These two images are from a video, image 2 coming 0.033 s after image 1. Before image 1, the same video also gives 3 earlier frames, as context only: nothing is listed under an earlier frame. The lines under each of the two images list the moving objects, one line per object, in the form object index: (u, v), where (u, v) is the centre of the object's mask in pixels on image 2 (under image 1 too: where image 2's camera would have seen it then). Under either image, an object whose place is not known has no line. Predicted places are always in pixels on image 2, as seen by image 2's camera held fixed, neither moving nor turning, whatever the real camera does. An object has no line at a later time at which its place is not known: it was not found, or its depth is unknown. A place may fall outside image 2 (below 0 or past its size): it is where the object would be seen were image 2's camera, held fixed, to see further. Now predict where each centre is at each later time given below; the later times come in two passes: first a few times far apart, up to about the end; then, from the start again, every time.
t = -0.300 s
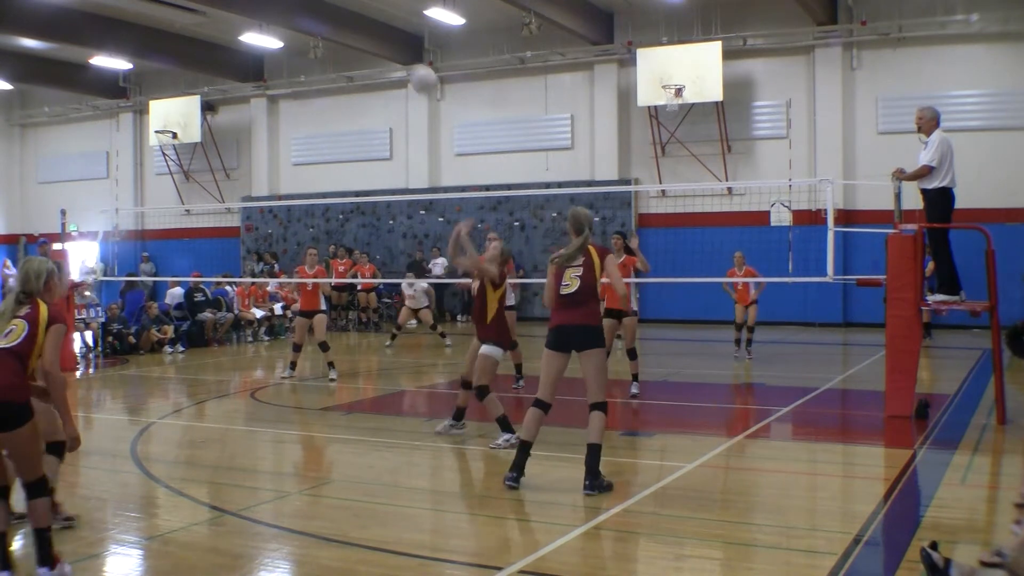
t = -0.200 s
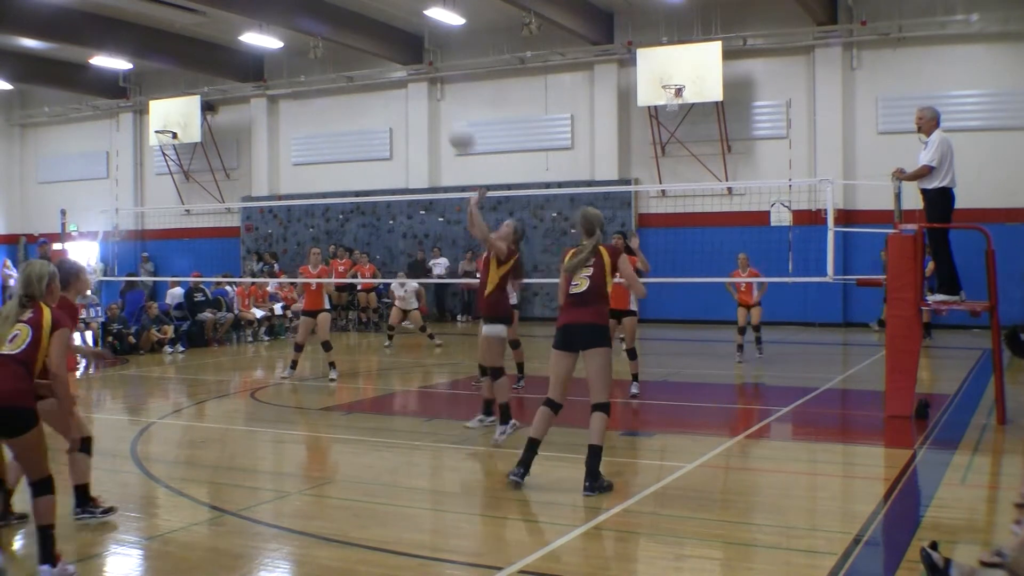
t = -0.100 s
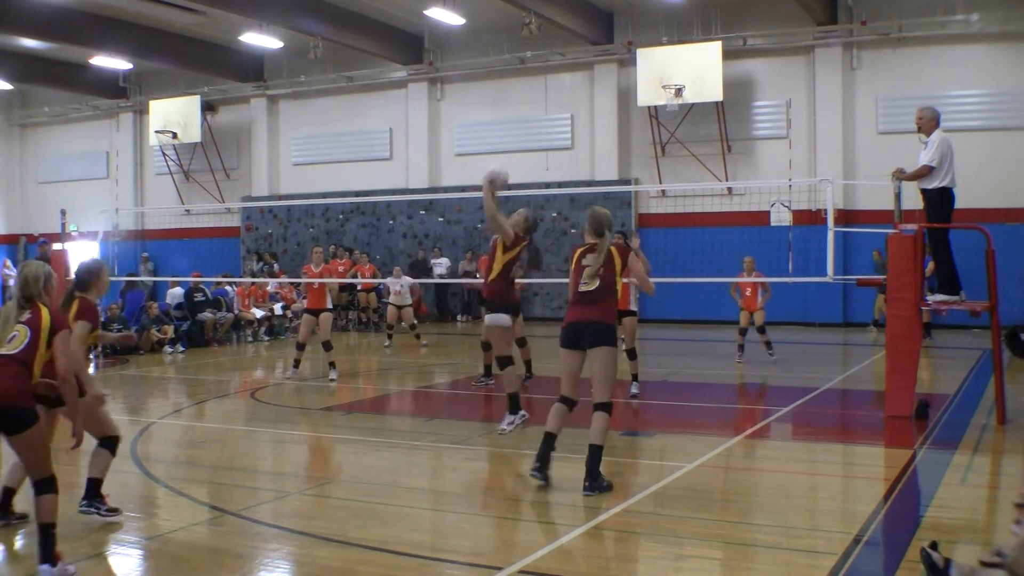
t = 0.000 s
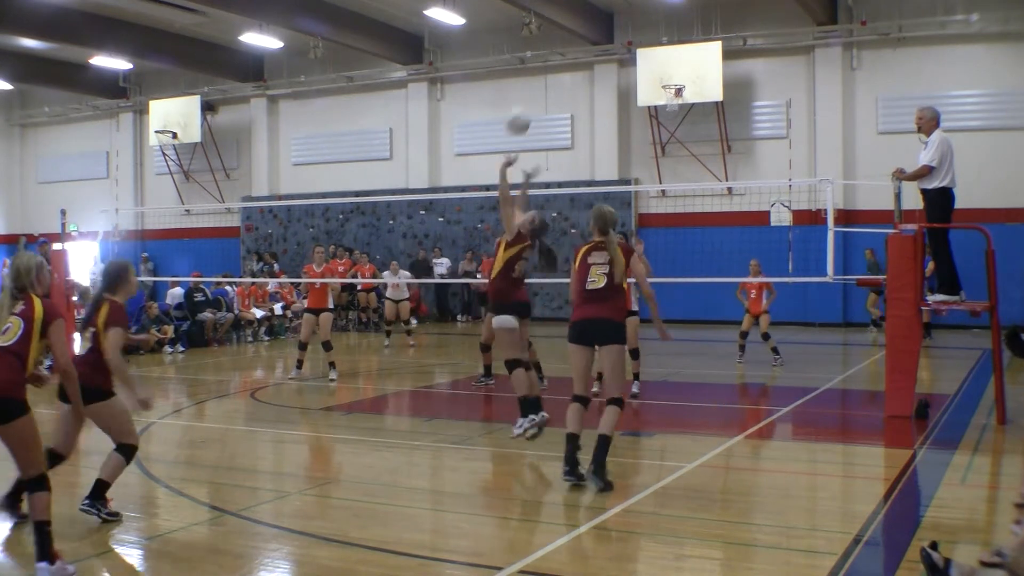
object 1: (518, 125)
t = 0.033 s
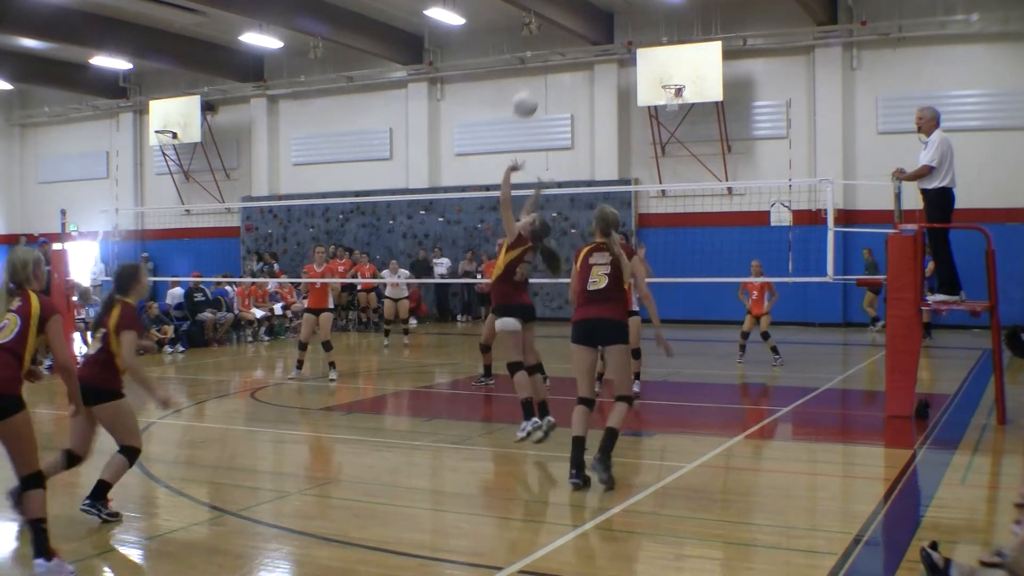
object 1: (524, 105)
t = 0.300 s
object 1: (581, 22)
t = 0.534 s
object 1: (630, 21)
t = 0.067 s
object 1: (532, 89)
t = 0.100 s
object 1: (539, 75)
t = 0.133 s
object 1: (546, 61)
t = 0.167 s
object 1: (552, 51)
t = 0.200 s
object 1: (560, 40)
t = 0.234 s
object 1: (567, 33)
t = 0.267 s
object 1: (574, 26)
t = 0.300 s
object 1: (581, 22)
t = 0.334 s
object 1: (588, 18)
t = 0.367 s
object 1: (595, 16)
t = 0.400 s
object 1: (602, 14)
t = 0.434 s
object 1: (609, 14)
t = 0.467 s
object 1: (616, 15)
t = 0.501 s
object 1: (623, 18)
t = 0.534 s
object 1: (630, 21)
